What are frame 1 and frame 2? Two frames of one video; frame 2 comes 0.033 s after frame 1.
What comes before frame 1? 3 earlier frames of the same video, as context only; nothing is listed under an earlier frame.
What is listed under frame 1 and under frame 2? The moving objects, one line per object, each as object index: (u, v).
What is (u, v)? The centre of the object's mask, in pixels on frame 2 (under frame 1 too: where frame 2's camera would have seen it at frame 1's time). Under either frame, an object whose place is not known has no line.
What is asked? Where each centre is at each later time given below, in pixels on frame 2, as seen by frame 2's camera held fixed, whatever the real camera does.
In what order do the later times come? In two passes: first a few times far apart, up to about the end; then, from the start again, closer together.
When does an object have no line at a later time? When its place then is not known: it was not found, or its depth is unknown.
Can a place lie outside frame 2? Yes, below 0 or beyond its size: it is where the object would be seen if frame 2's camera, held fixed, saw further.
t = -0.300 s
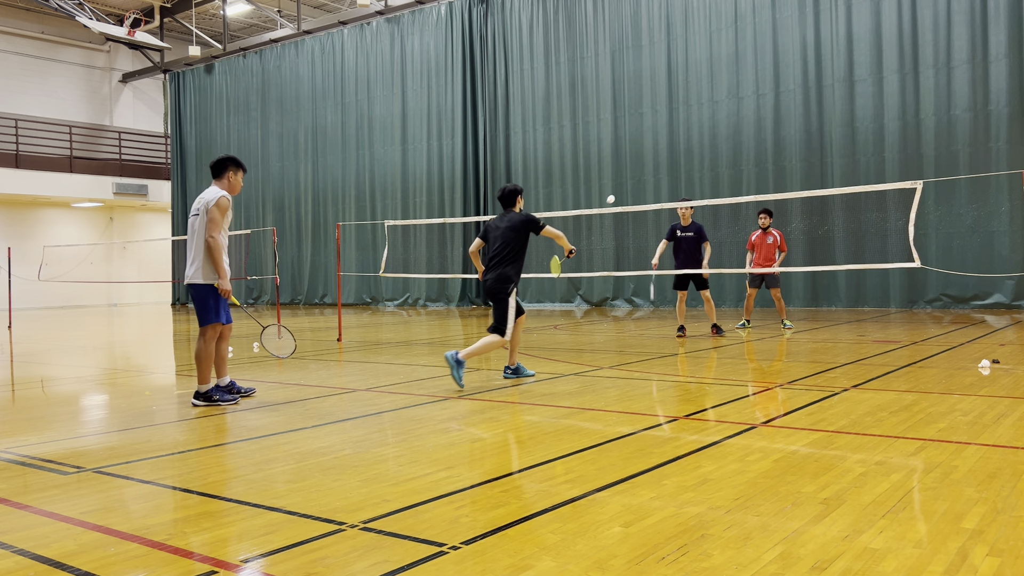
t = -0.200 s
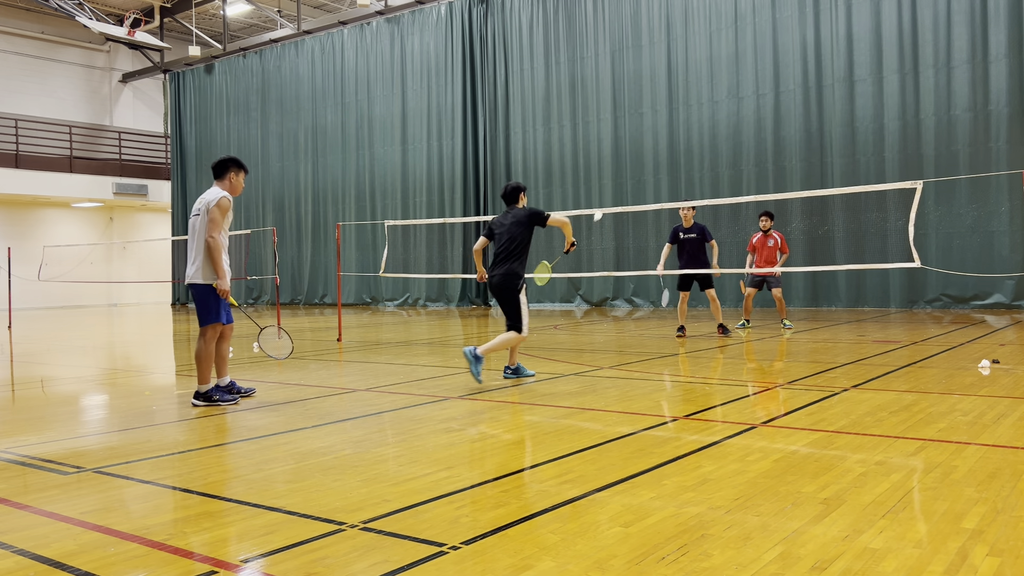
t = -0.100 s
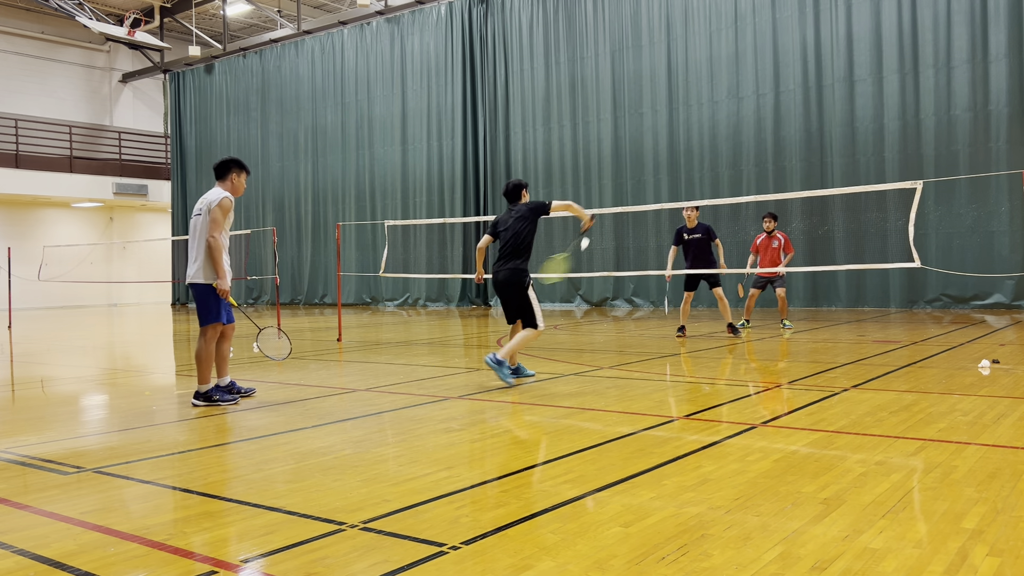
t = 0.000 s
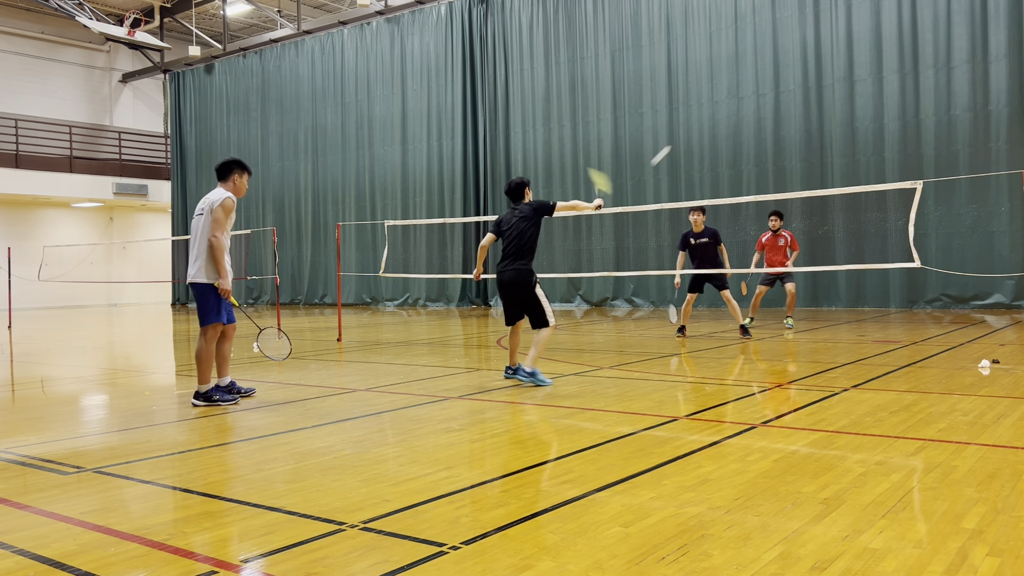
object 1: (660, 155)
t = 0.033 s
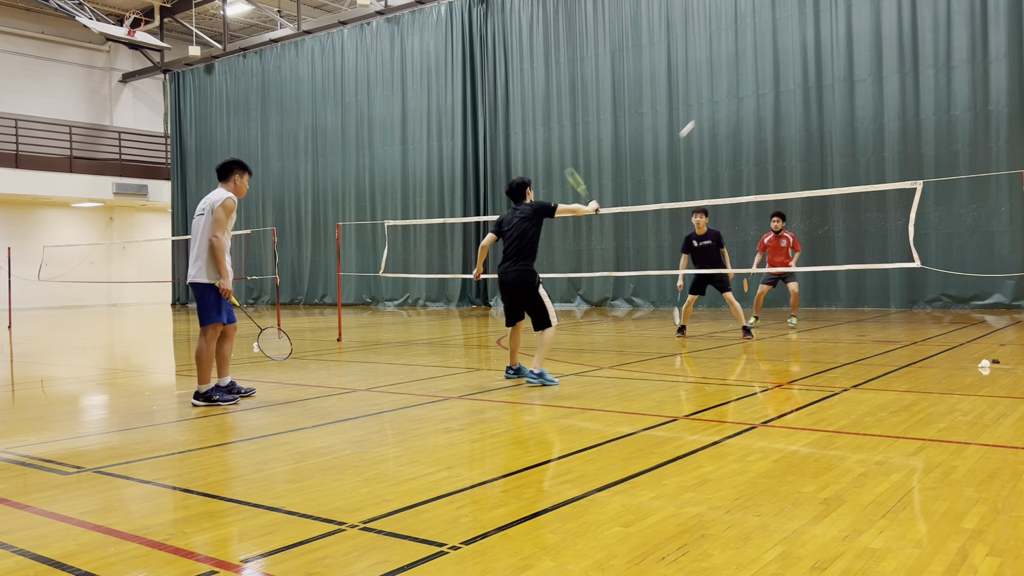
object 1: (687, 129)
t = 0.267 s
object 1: (783, 42)
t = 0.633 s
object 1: (852, 45)
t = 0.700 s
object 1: (861, 55)
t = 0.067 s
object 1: (707, 107)
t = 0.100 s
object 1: (723, 90)
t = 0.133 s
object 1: (738, 75)
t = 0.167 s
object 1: (751, 64)
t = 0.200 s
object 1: (763, 55)
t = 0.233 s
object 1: (774, 47)
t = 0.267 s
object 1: (783, 42)
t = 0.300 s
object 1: (791, 37)
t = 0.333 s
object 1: (799, 34)
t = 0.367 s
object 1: (806, 32)
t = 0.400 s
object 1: (813, 31)
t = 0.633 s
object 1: (852, 45)
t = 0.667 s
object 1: (857, 50)
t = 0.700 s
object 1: (861, 55)
